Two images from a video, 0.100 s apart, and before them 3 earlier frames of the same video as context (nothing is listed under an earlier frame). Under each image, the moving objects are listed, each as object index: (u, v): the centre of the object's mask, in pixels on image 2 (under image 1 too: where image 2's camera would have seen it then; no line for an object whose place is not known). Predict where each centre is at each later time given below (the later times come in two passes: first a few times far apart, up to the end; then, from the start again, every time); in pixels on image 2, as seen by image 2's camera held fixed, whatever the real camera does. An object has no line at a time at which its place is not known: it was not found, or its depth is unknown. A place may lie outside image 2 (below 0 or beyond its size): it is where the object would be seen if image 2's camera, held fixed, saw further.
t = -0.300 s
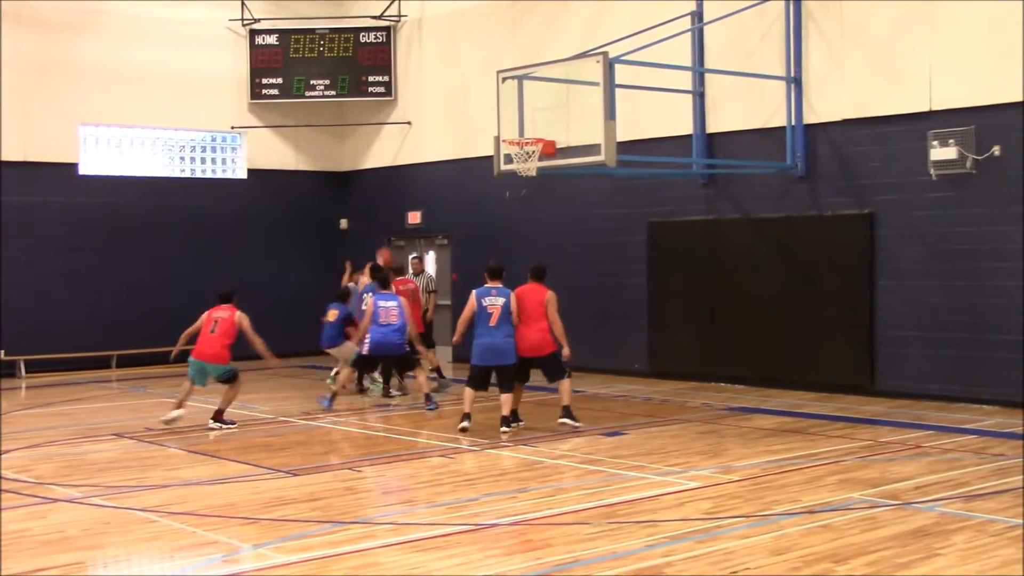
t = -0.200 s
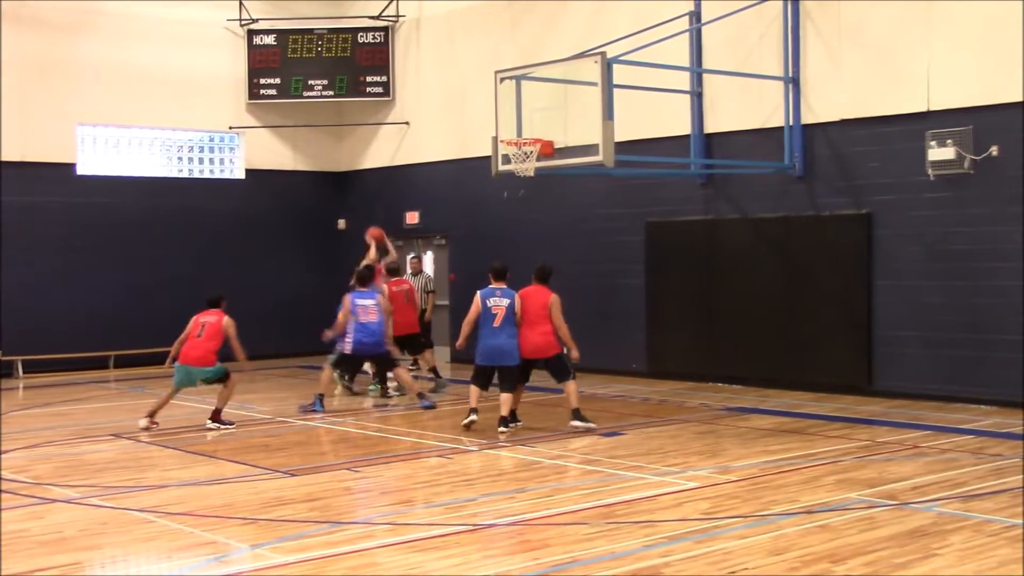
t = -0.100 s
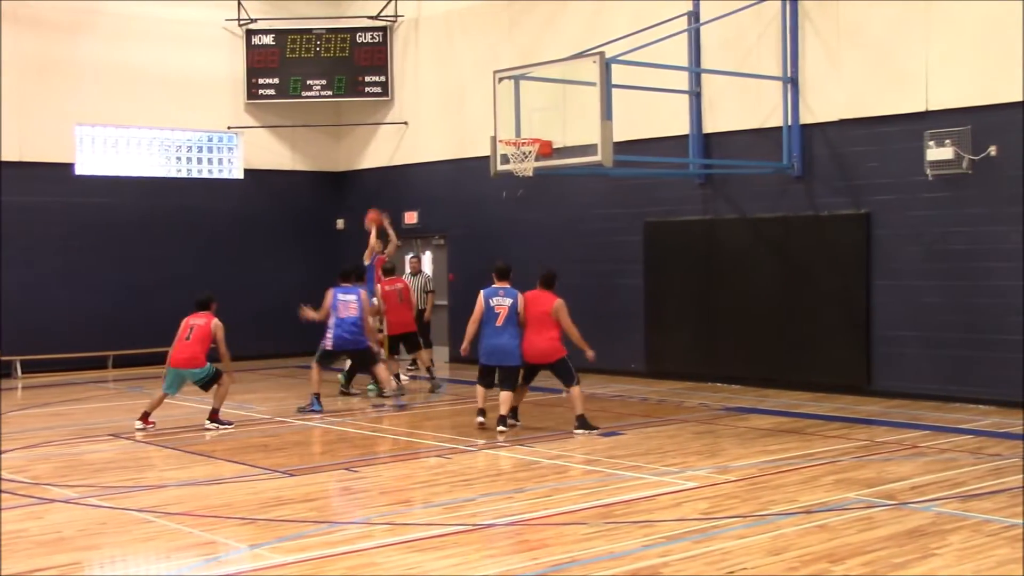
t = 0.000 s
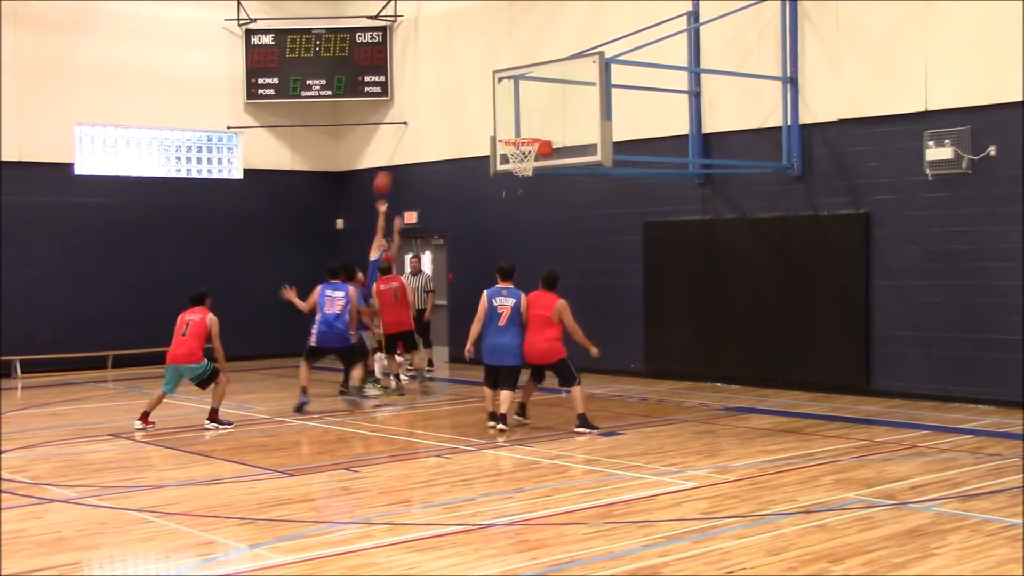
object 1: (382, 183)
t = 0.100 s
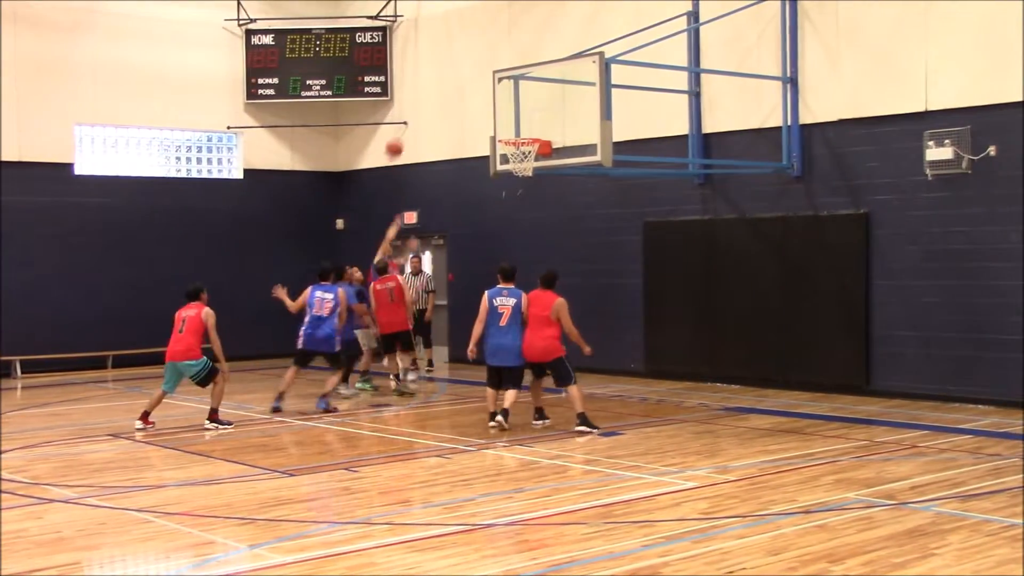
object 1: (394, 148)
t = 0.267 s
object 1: (414, 106)
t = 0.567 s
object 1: (452, 79)
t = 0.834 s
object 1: (492, 115)
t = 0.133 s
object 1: (398, 138)
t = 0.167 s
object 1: (401, 129)
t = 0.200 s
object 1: (406, 120)
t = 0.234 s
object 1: (410, 113)
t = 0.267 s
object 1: (414, 106)
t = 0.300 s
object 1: (418, 100)
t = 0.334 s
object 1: (422, 94)
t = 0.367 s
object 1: (426, 89)
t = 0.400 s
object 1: (429, 86)
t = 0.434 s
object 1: (434, 83)
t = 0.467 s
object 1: (438, 81)
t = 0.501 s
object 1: (442, 79)
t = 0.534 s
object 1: (447, 79)
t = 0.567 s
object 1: (452, 79)
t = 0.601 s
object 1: (456, 80)
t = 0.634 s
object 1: (461, 82)
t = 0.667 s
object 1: (466, 85)
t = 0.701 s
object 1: (471, 89)
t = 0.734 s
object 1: (477, 94)
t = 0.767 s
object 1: (482, 100)
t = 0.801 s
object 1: (488, 107)
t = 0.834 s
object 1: (492, 115)
